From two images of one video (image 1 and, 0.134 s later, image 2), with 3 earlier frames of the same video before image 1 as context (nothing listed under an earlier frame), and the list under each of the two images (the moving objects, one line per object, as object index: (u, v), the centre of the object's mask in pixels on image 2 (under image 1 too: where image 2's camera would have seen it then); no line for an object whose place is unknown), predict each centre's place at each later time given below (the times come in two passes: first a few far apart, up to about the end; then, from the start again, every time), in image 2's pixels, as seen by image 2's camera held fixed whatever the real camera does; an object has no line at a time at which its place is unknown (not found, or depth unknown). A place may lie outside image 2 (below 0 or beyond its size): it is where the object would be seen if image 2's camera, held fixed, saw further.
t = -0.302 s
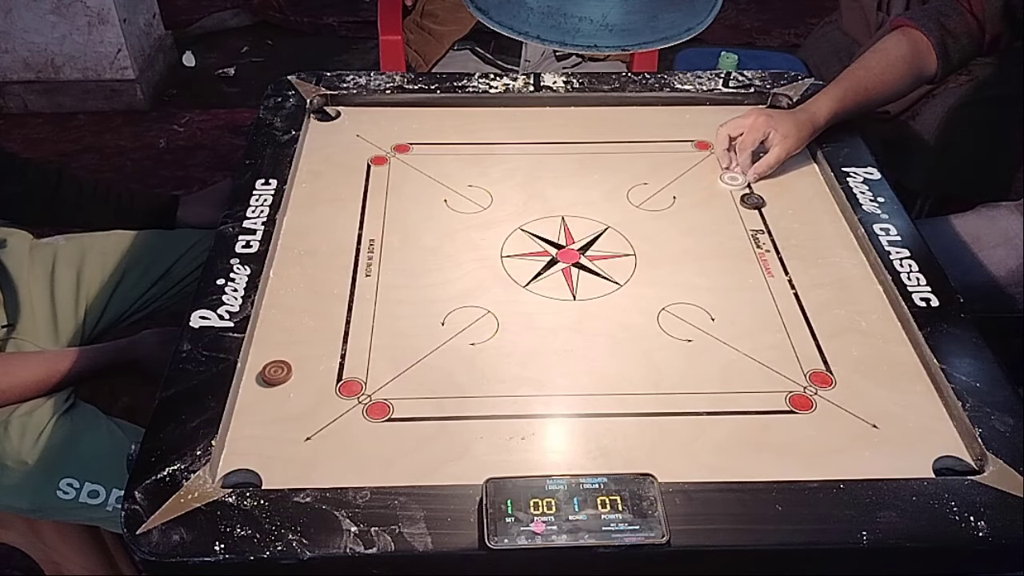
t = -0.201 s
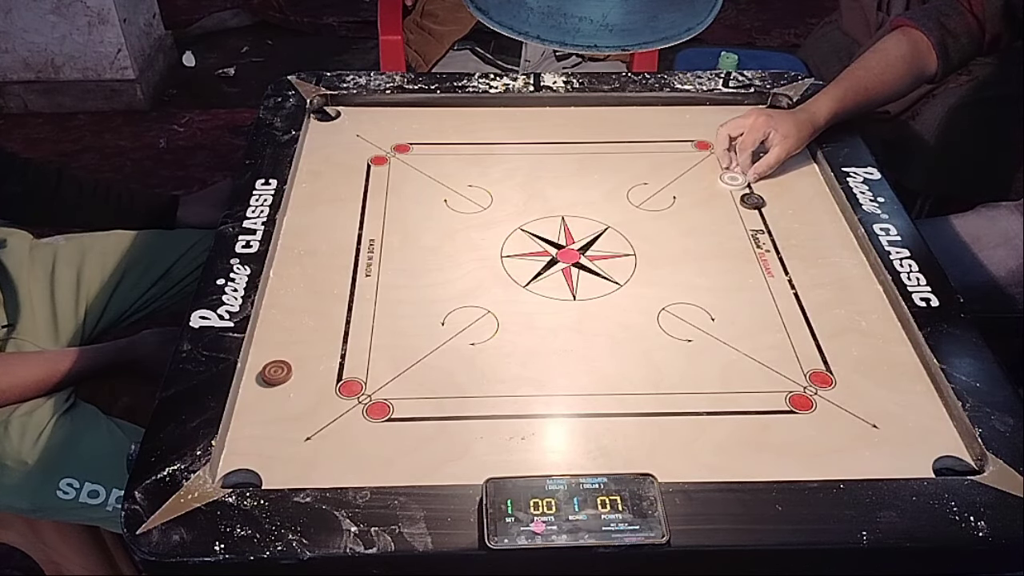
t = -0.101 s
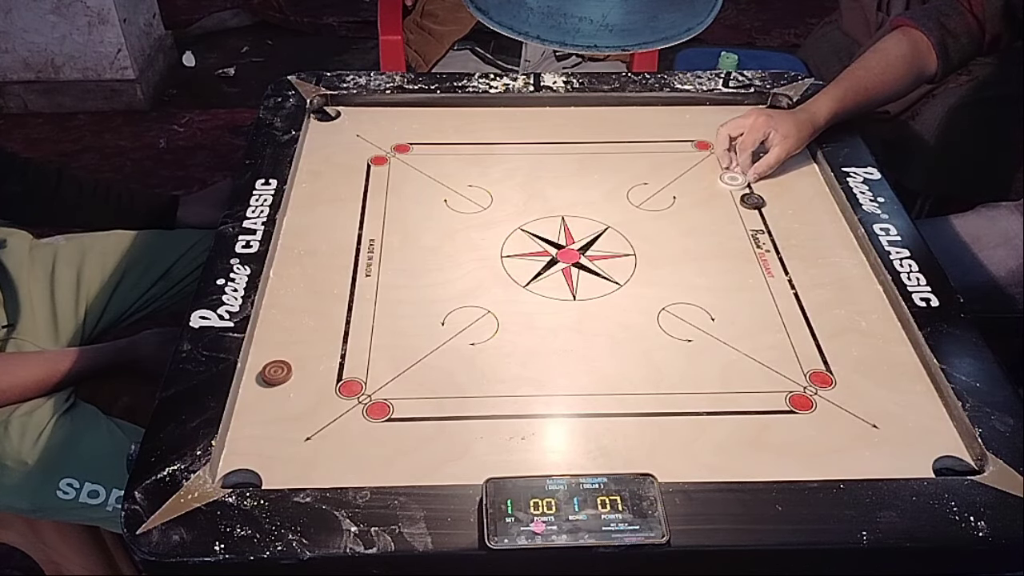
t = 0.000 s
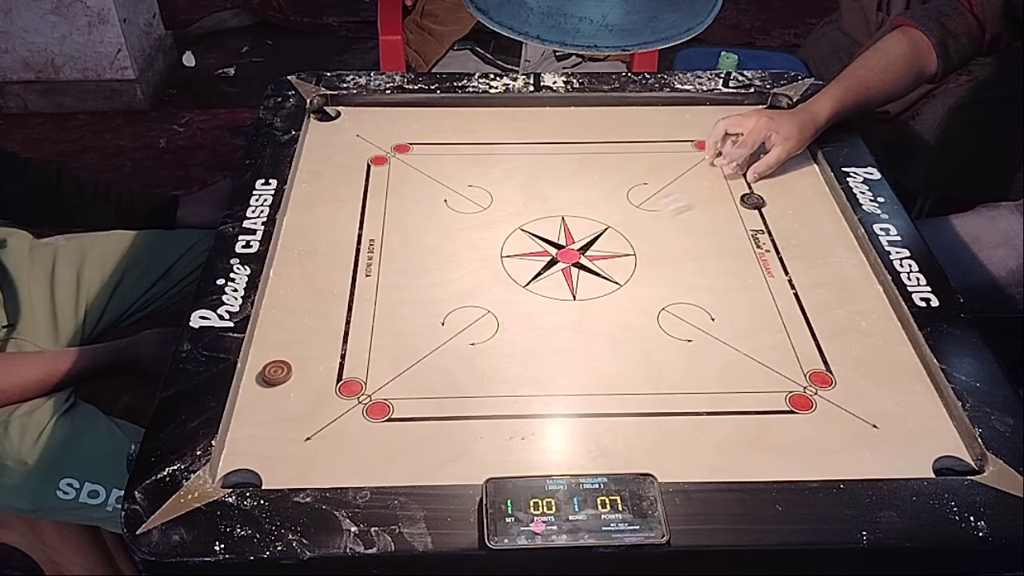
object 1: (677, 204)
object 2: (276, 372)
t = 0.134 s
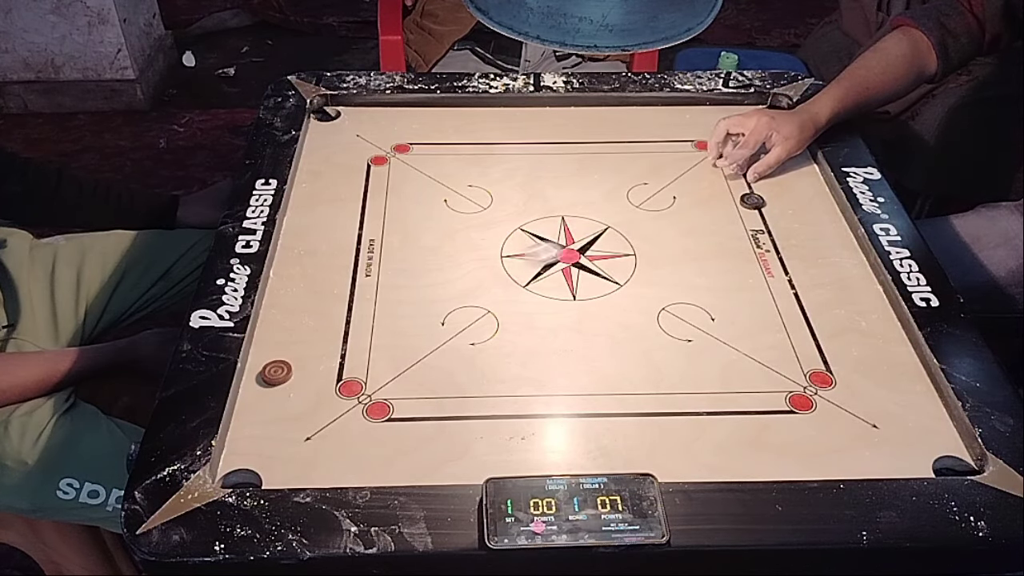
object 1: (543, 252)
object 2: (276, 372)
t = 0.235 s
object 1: (443, 291)
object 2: (276, 372)
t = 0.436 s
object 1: (292, 352)
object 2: (248, 415)
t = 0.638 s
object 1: (383, 351)
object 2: (261, 481)
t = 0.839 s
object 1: (422, 349)
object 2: (265, 478)
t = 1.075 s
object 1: (425, 350)
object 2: (265, 478)
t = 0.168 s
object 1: (510, 266)
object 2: (276, 372)
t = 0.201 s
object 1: (477, 278)
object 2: (276, 372)
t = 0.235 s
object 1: (443, 291)
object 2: (276, 372)
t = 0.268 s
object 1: (410, 302)
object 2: (276, 372)
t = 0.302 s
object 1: (377, 315)
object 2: (276, 372)
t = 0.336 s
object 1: (344, 326)
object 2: (276, 372)
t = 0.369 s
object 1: (313, 338)
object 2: (276, 372)
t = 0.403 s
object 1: (271, 352)
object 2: (257, 396)
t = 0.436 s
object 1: (292, 352)
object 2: (248, 415)
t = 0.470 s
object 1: (311, 352)
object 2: (250, 431)
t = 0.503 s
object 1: (330, 352)
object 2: (253, 446)
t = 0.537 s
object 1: (344, 351)
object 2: (256, 459)
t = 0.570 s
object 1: (359, 351)
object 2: (258, 470)
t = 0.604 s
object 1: (372, 351)
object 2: (260, 478)
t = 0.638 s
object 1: (383, 351)
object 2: (261, 481)
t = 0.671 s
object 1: (393, 351)
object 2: (263, 480)
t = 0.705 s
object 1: (401, 350)
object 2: (264, 478)
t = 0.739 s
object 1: (409, 350)
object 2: (265, 478)
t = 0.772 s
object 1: (414, 350)
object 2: (265, 478)
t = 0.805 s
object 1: (419, 350)
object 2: (265, 478)
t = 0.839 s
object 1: (422, 349)
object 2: (265, 478)
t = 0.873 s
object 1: (424, 350)
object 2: (265, 478)
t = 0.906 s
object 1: (424, 349)
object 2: (265, 478)
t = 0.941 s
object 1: (424, 349)
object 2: (265, 478)
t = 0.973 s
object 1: (424, 349)
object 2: (265, 478)
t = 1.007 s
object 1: (424, 349)
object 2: (265, 478)
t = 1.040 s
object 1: (424, 349)
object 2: (265, 478)
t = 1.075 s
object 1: (425, 350)
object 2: (265, 478)
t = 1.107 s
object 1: (424, 349)
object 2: (265, 478)
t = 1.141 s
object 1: (424, 349)
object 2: (265, 478)
